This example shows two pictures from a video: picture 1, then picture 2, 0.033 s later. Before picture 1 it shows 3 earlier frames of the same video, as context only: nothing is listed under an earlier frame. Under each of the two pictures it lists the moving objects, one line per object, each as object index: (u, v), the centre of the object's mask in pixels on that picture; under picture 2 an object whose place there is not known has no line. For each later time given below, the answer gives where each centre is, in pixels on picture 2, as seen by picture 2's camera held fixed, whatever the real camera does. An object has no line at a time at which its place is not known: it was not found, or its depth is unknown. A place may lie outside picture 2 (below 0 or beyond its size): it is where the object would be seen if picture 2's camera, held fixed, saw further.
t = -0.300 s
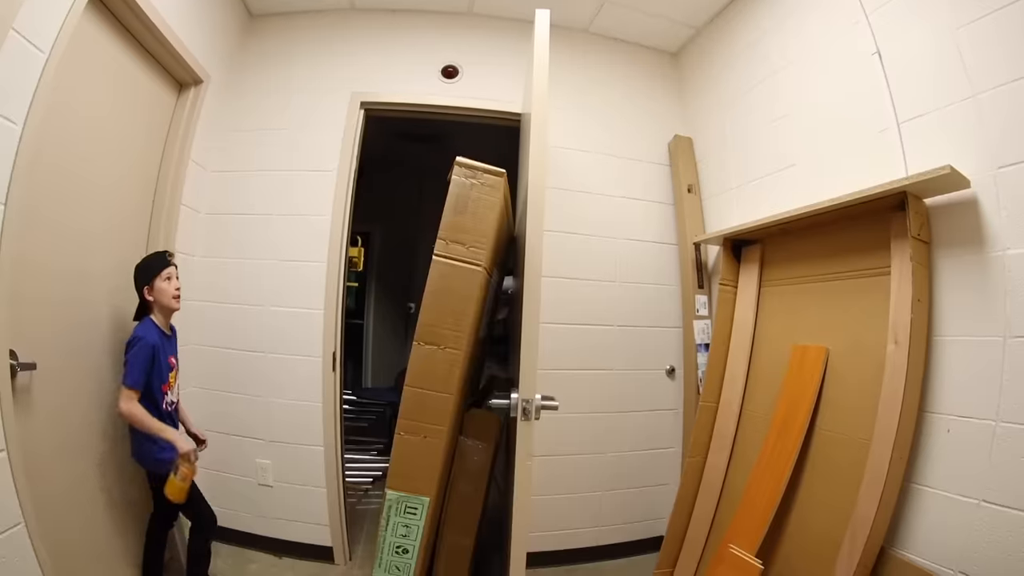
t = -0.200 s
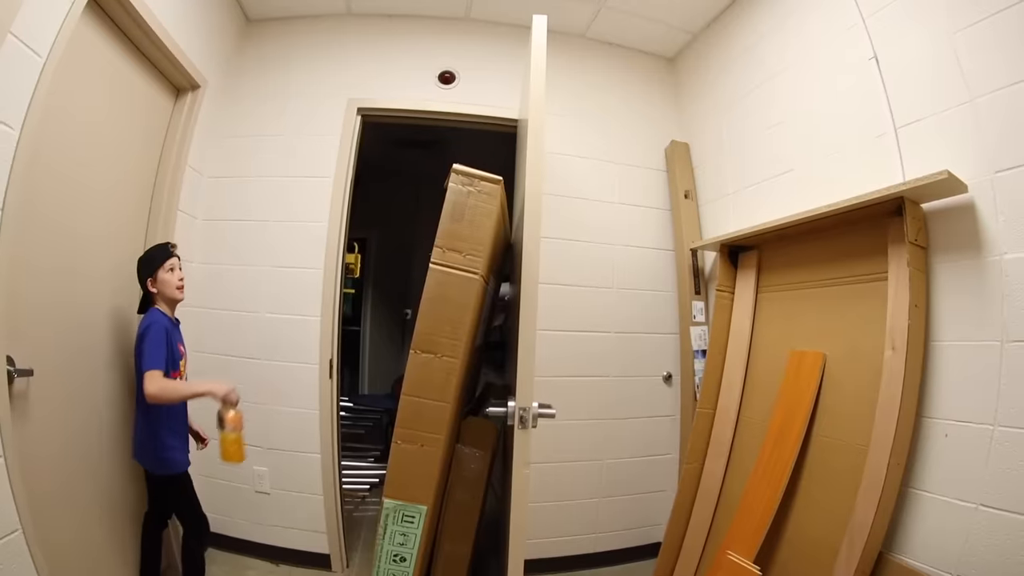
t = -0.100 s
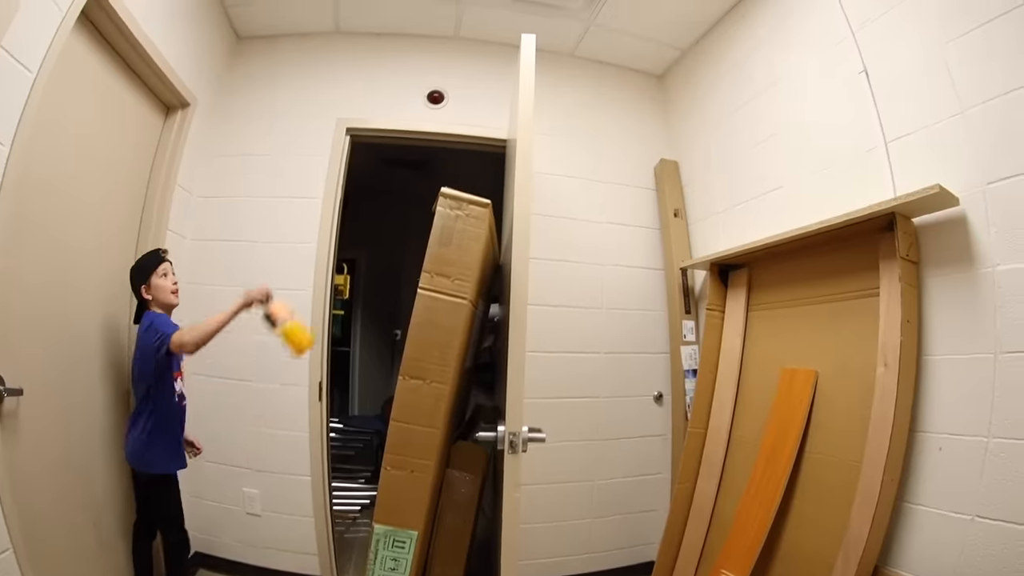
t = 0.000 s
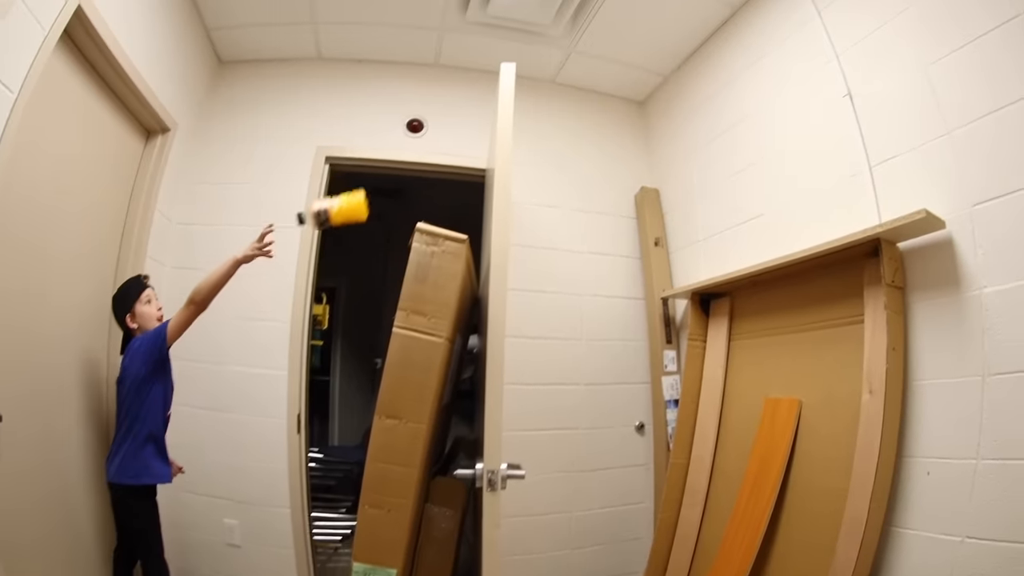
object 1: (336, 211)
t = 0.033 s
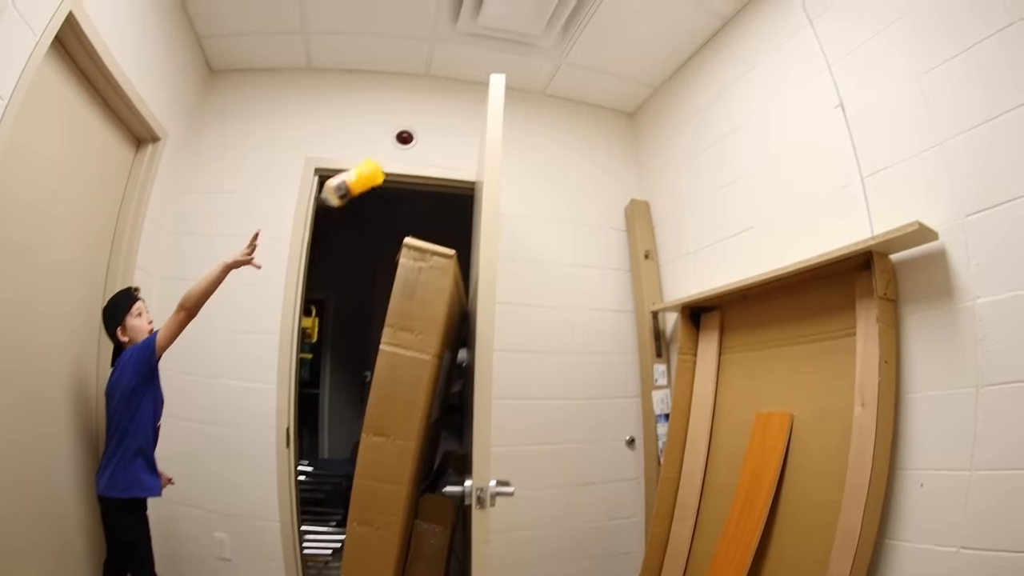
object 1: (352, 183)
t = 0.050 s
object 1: (367, 164)
